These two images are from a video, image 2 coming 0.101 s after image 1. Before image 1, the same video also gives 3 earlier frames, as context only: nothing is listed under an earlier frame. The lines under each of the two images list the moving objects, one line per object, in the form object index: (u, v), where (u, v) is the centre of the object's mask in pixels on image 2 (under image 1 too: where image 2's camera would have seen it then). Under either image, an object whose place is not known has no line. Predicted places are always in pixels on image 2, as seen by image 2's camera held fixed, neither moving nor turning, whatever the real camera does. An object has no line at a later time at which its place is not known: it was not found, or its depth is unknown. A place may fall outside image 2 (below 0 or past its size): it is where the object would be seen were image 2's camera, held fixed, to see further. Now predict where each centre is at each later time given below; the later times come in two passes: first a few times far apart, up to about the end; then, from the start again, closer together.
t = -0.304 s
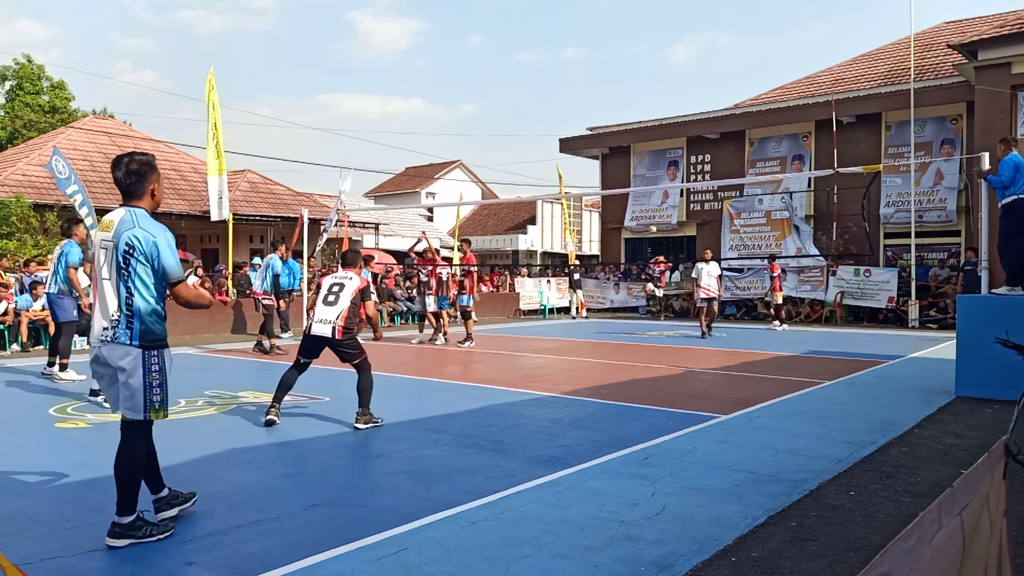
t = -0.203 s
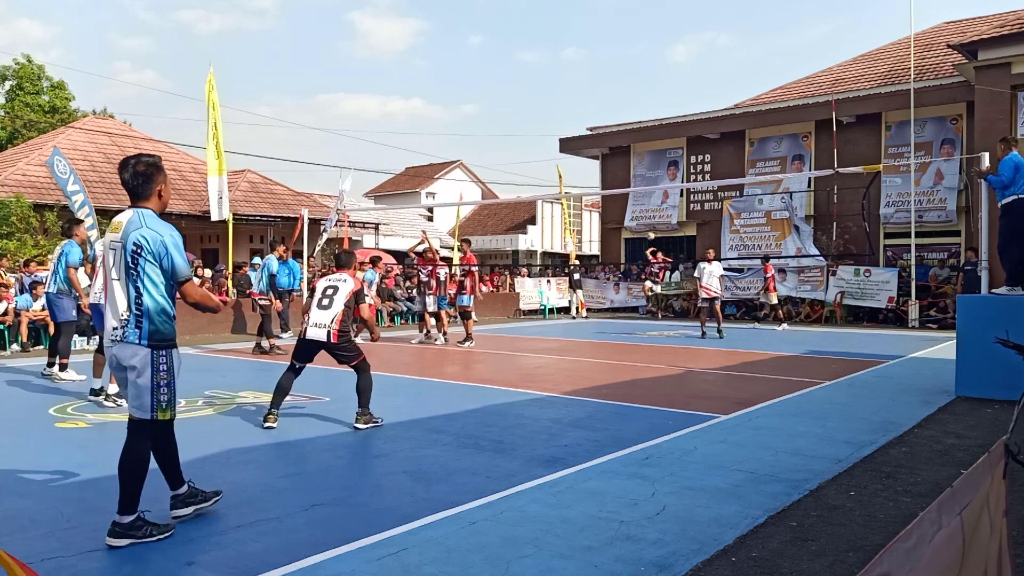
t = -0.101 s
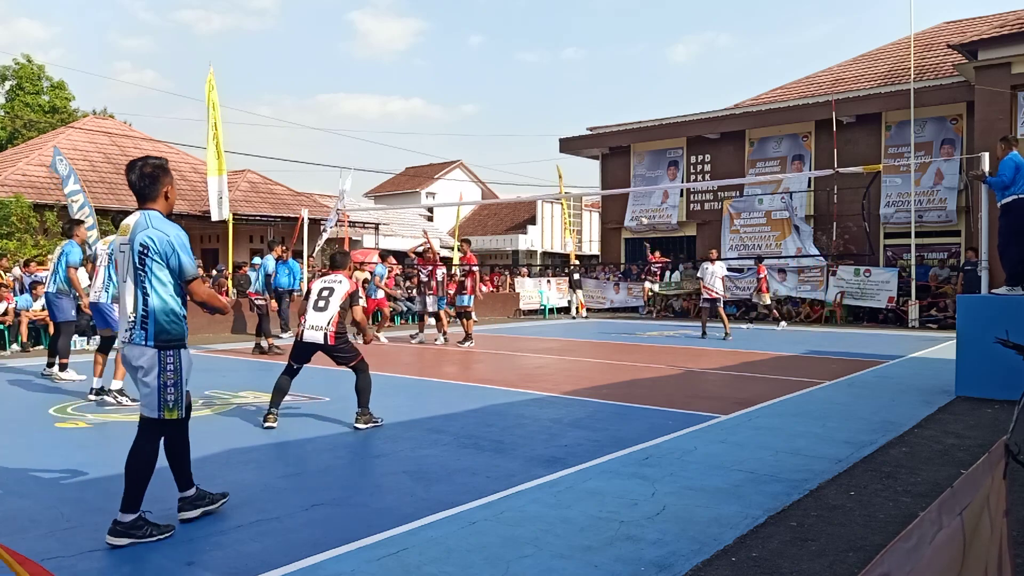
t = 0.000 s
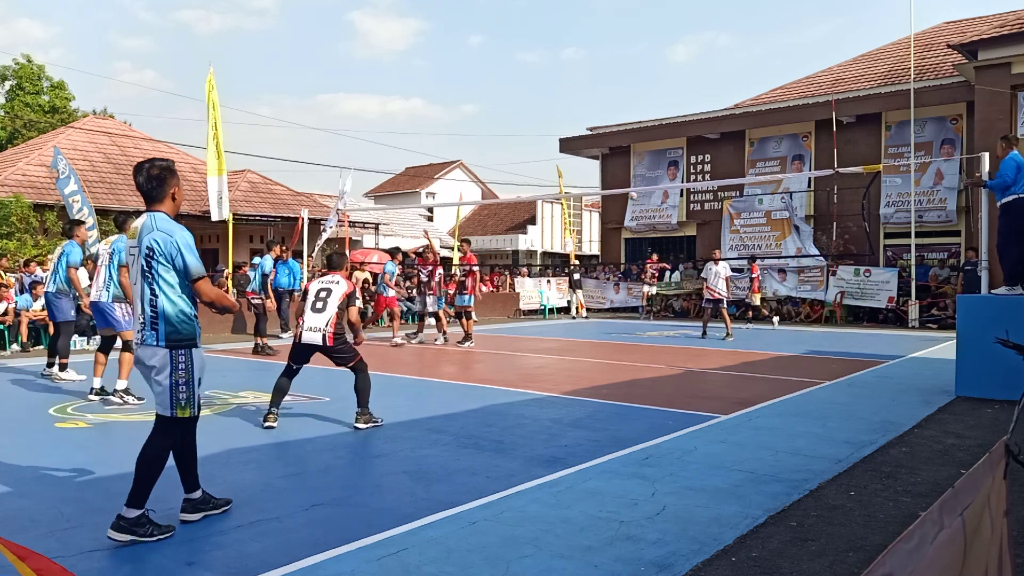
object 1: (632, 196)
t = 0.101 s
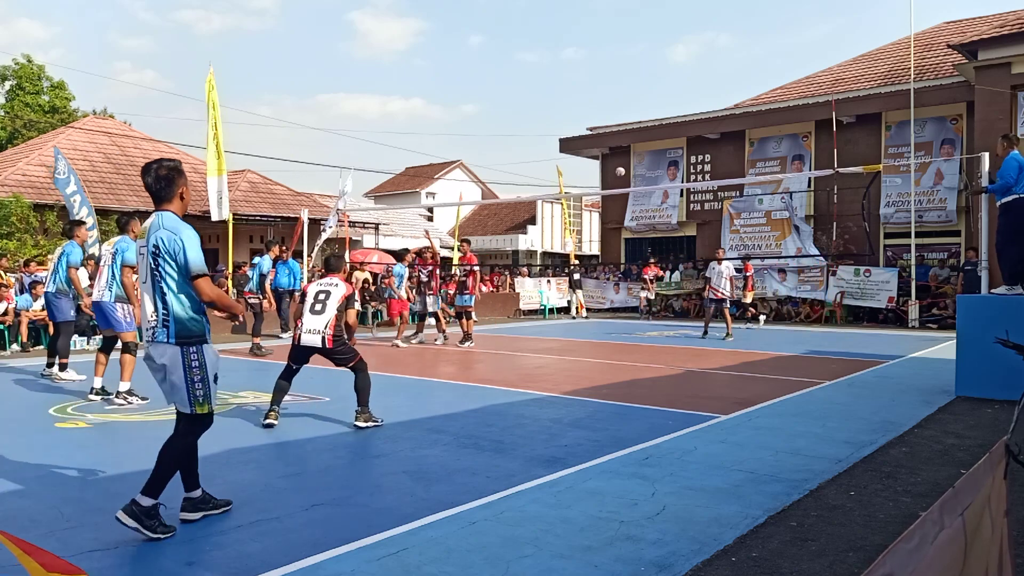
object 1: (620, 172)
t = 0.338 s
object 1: (588, 124)
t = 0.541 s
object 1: (554, 94)
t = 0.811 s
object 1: (481, 81)
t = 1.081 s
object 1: (364, 120)
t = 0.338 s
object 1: (588, 124)
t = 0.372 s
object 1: (584, 118)
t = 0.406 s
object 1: (578, 112)
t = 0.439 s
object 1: (573, 107)
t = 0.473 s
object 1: (567, 102)
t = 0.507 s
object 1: (561, 98)
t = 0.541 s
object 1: (554, 94)
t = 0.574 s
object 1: (547, 90)
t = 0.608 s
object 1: (539, 88)
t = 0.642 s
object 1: (531, 85)
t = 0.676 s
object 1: (522, 84)
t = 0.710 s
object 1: (512, 82)
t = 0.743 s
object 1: (503, 81)
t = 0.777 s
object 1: (492, 81)
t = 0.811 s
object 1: (481, 81)
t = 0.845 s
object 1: (469, 83)
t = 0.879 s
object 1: (457, 84)
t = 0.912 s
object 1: (445, 87)
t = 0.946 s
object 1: (431, 91)
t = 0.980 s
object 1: (416, 96)
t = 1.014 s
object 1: (400, 102)
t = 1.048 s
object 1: (383, 110)
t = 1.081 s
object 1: (364, 120)
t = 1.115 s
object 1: (344, 133)
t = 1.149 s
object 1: (323, 148)
